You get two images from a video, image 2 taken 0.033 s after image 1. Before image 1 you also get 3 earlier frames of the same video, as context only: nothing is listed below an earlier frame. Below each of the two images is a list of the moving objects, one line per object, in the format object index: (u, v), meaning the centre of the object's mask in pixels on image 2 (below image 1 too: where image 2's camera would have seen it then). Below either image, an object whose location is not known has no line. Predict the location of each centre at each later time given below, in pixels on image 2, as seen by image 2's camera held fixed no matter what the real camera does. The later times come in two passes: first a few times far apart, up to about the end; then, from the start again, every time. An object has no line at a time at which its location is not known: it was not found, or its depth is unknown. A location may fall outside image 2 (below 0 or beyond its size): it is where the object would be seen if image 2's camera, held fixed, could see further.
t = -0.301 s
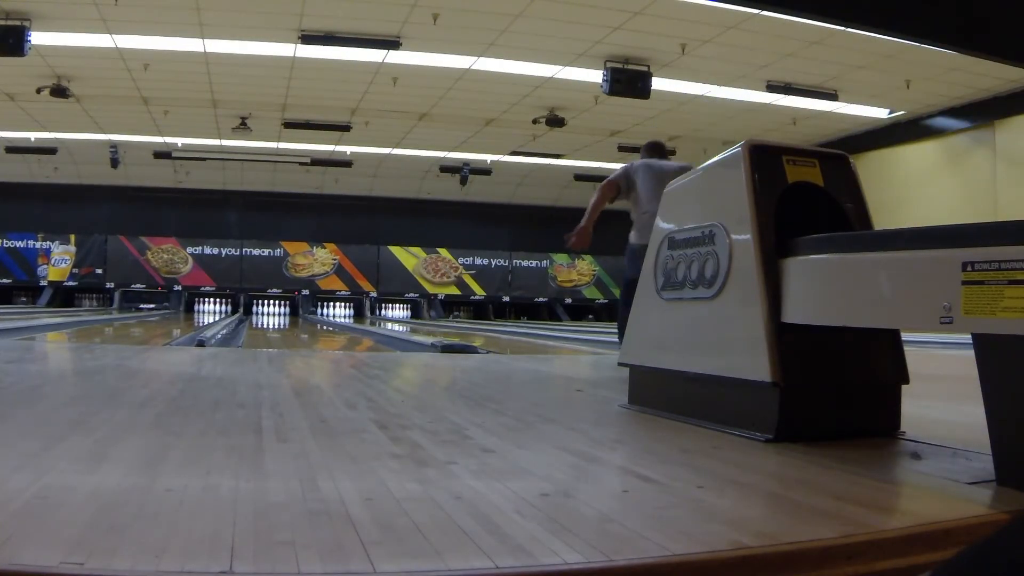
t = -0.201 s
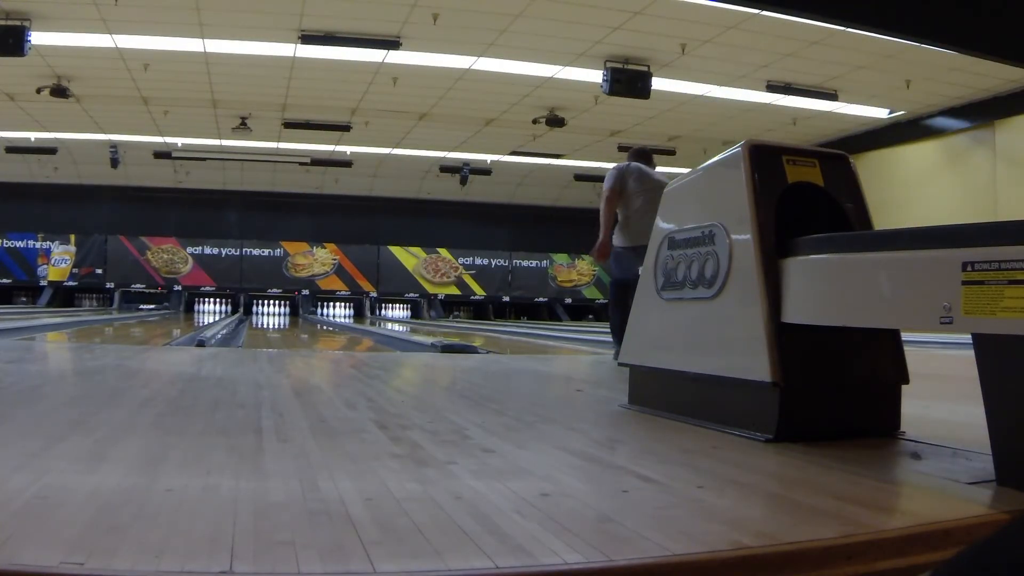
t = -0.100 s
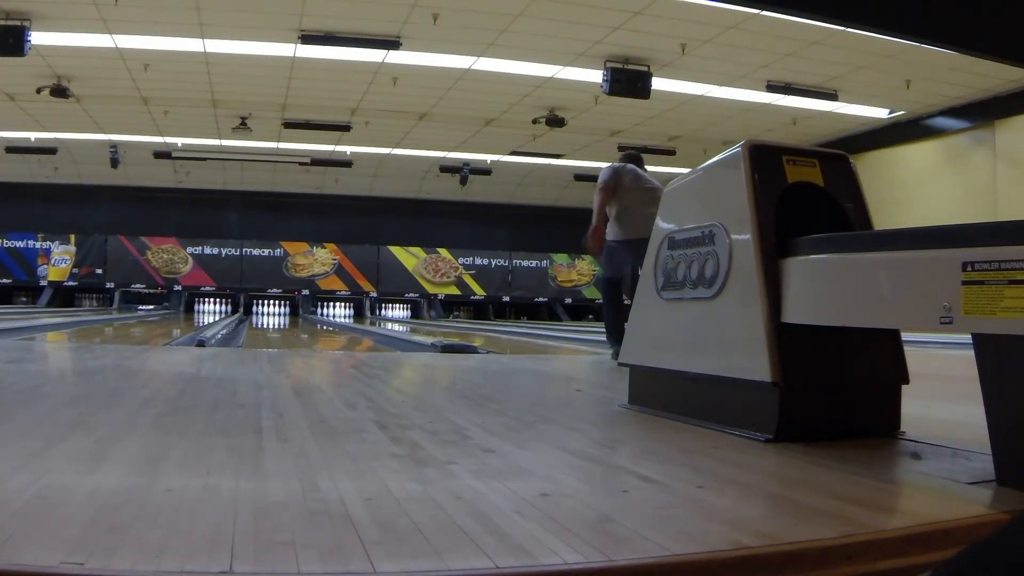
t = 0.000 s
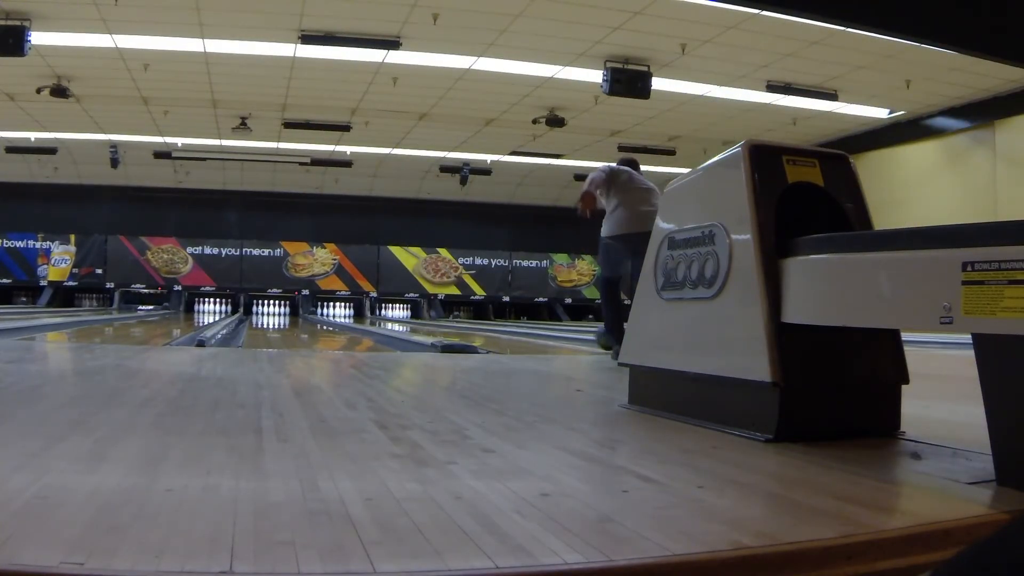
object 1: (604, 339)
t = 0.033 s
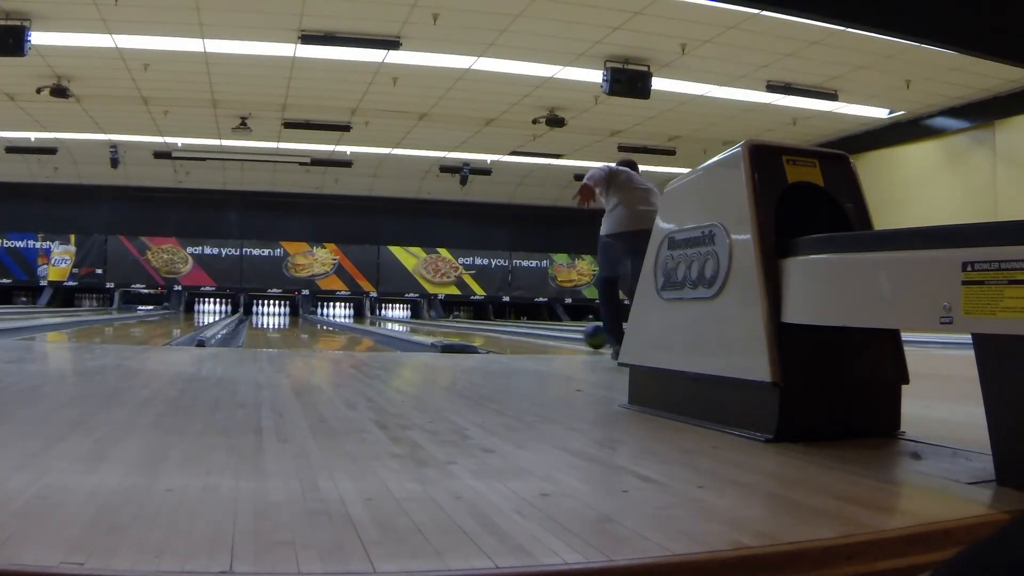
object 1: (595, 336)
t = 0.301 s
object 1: (523, 328)
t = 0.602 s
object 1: (471, 323)
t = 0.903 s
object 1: (435, 321)
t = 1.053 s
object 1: (420, 319)
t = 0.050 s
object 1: (591, 335)
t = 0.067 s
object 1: (585, 335)
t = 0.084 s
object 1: (580, 334)
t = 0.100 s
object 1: (575, 333)
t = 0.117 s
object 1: (569, 333)
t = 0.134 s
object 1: (565, 332)
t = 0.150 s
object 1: (560, 332)
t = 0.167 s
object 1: (555, 331)
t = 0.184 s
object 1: (551, 331)
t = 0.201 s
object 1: (546, 330)
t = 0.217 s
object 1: (542, 330)
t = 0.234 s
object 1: (538, 329)
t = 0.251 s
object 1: (534, 329)
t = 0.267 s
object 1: (531, 328)
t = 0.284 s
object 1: (527, 328)
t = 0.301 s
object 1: (523, 328)
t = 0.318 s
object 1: (519, 327)
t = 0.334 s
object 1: (516, 327)
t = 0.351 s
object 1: (512, 327)
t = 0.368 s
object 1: (509, 326)
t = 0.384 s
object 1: (506, 326)
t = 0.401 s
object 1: (503, 326)
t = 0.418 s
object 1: (499, 325)
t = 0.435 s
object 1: (497, 325)
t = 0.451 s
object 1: (494, 325)
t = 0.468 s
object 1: (491, 324)
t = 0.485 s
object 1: (488, 324)
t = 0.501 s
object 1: (486, 324)
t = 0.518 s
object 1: (483, 324)
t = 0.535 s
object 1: (481, 324)
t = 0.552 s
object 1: (478, 323)
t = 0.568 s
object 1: (476, 323)
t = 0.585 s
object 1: (473, 323)
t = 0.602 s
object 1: (471, 323)
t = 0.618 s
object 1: (468, 323)
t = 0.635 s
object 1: (466, 322)
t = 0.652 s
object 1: (464, 323)
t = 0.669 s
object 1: (461, 322)
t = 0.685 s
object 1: (459, 322)
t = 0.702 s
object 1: (457, 321)
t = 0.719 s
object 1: (456, 321)
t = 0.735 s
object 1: (453, 322)
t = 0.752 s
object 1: (451, 322)
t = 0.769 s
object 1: (449, 322)
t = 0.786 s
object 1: (447, 321)
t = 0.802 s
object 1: (445, 322)
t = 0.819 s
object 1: (444, 321)
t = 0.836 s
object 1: (442, 321)
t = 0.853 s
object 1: (441, 321)
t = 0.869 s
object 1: (439, 321)
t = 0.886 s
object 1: (437, 321)
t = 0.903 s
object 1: (435, 321)
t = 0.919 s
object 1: (432, 320)
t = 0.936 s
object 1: (431, 321)
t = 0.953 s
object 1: (429, 320)
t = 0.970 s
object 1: (428, 320)
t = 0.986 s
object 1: (426, 320)
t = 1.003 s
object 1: (424, 319)
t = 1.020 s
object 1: (423, 319)
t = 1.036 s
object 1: (421, 319)
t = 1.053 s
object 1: (420, 319)
